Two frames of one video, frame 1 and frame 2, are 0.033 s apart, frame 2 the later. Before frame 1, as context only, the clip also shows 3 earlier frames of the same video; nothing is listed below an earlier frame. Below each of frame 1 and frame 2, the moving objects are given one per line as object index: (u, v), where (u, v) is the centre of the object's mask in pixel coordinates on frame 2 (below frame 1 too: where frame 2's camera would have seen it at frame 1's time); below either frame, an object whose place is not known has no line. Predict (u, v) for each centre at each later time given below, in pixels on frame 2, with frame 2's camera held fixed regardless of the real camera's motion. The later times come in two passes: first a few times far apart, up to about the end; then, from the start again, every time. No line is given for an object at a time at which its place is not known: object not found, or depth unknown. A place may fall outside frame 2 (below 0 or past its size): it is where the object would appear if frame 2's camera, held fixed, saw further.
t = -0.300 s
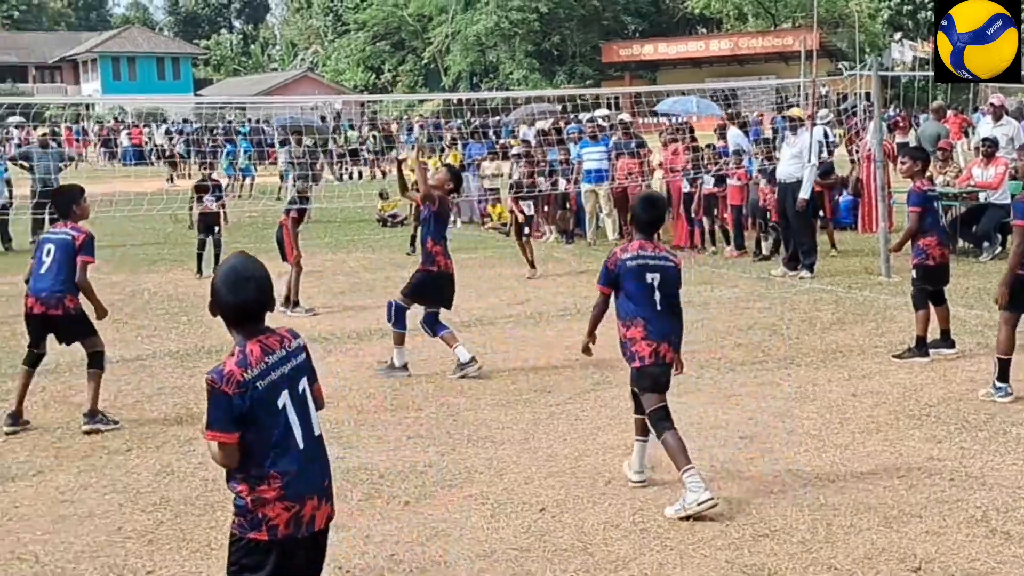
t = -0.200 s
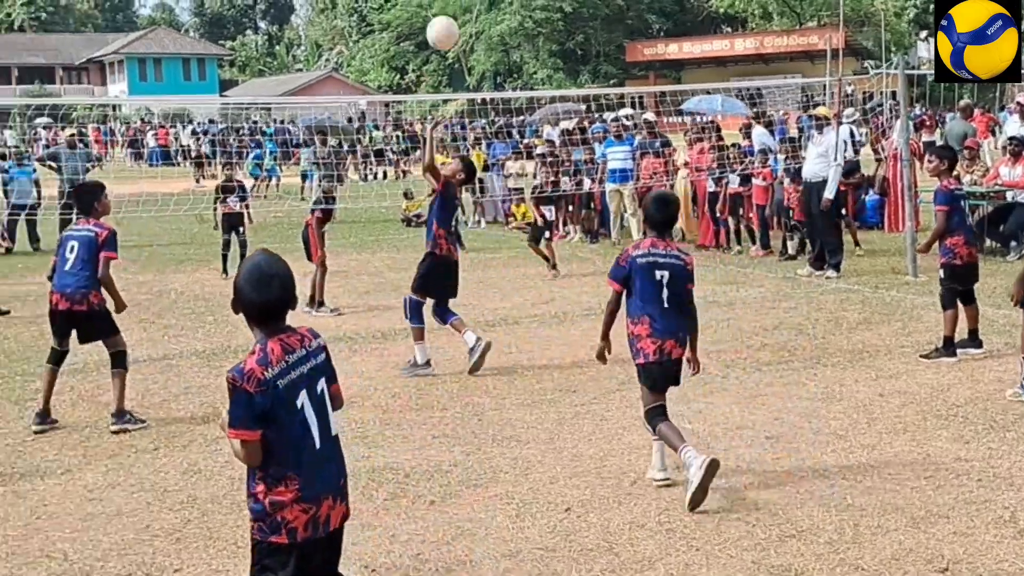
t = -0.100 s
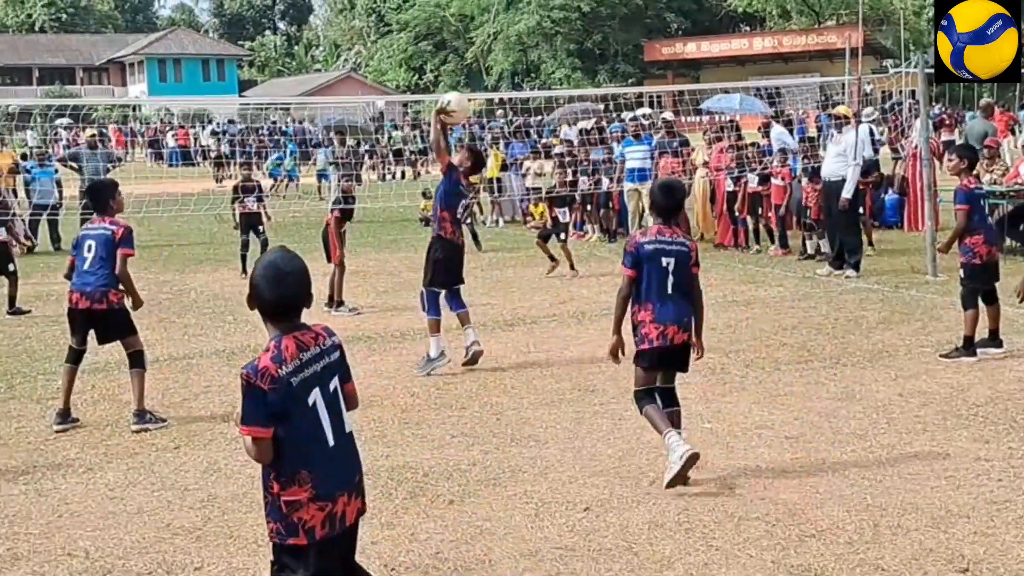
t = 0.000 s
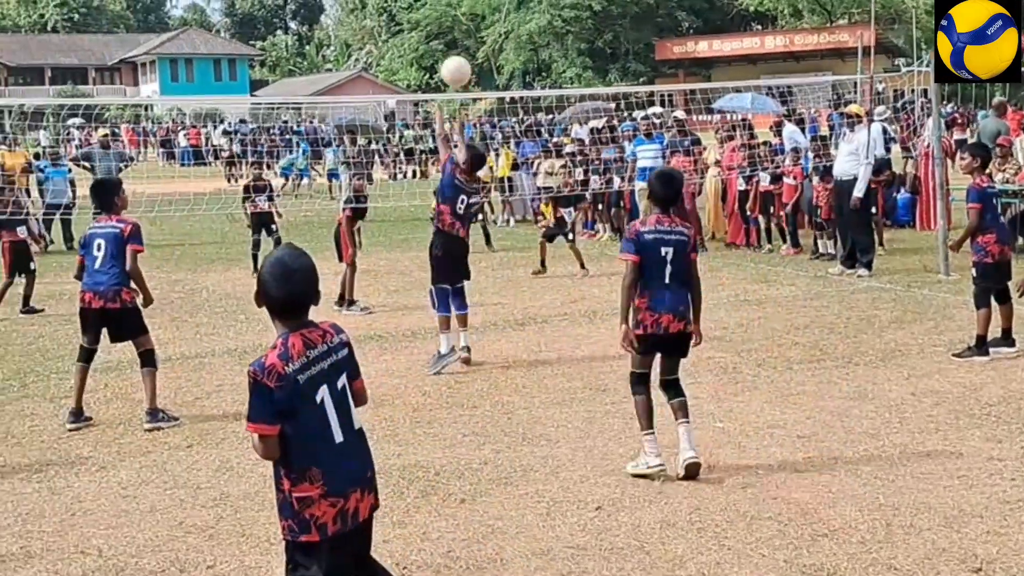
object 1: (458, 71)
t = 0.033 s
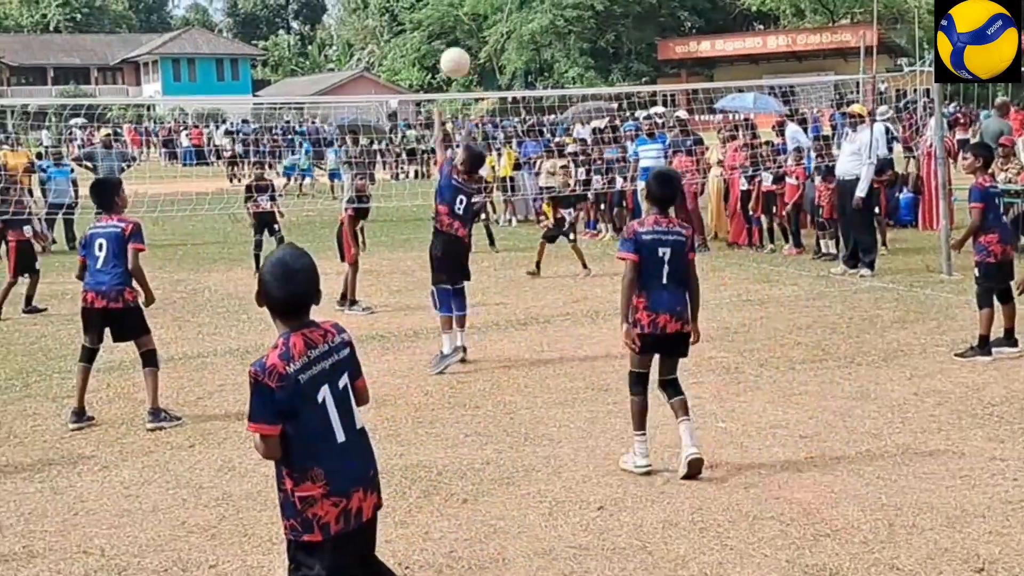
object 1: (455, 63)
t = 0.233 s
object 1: (440, 45)
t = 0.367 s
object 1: (432, 61)
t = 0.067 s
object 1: (452, 56)
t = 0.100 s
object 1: (449, 50)
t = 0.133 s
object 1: (446, 47)
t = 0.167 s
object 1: (444, 45)
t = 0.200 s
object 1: (442, 44)
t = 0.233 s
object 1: (440, 45)
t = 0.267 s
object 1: (438, 47)
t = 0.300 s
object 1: (435, 51)
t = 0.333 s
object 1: (434, 56)
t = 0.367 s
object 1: (432, 61)
